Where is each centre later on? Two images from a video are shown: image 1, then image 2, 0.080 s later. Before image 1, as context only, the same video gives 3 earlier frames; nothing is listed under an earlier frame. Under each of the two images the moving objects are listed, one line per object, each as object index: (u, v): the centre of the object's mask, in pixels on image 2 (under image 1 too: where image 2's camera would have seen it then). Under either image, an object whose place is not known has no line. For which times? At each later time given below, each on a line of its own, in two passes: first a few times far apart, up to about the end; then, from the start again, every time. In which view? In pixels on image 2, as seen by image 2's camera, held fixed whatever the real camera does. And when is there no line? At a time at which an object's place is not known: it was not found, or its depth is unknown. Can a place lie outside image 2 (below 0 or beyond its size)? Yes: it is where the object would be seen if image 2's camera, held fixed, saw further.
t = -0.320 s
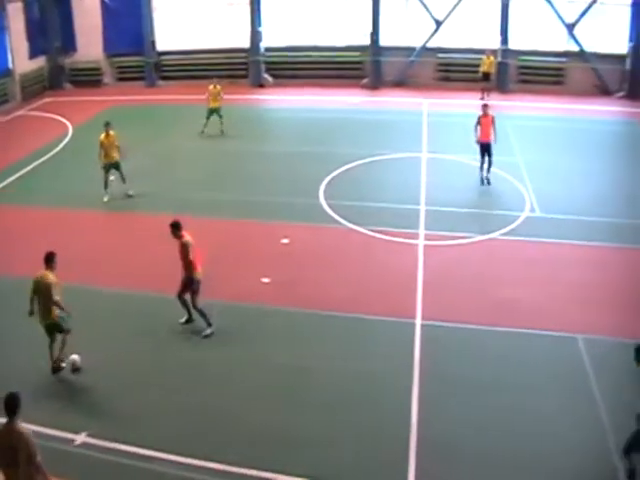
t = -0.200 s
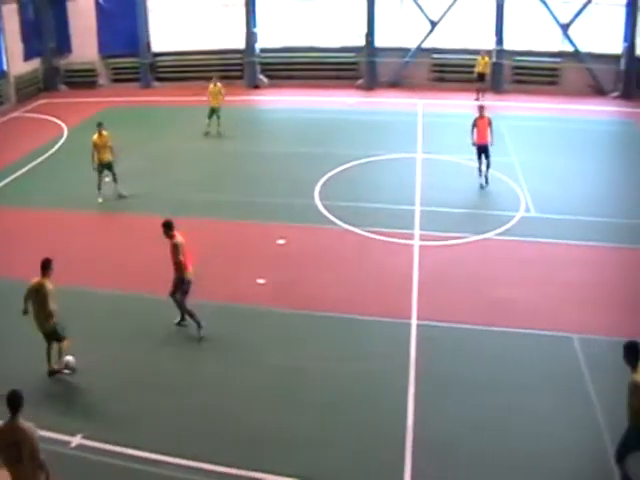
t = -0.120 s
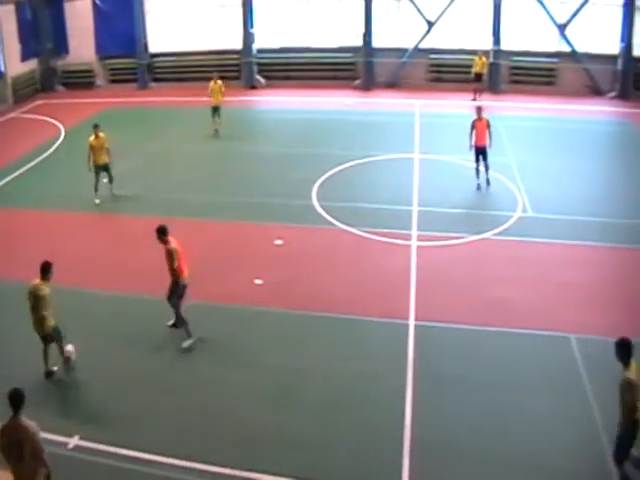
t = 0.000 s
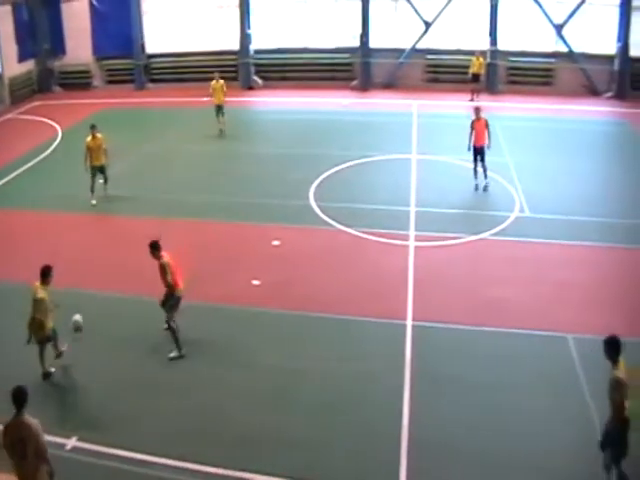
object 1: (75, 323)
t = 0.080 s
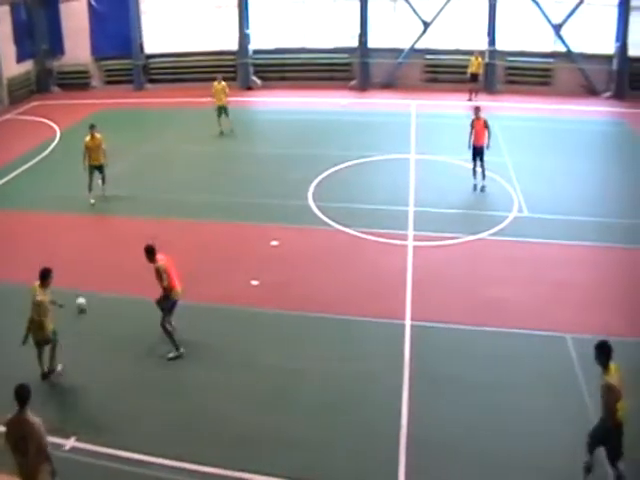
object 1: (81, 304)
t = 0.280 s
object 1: (91, 272)
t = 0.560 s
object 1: (100, 240)
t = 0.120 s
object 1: (83, 297)
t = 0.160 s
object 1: (86, 291)
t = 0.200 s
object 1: (88, 284)
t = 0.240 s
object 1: (89, 277)
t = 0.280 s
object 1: (91, 272)
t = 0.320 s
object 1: (93, 267)
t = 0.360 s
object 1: (94, 262)
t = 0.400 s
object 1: (96, 257)
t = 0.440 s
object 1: (97, 253)
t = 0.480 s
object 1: (98, 249)
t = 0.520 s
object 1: (99, 244)
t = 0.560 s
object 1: (100, 240)
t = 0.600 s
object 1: (101, 235)
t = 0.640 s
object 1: (103, 231)
